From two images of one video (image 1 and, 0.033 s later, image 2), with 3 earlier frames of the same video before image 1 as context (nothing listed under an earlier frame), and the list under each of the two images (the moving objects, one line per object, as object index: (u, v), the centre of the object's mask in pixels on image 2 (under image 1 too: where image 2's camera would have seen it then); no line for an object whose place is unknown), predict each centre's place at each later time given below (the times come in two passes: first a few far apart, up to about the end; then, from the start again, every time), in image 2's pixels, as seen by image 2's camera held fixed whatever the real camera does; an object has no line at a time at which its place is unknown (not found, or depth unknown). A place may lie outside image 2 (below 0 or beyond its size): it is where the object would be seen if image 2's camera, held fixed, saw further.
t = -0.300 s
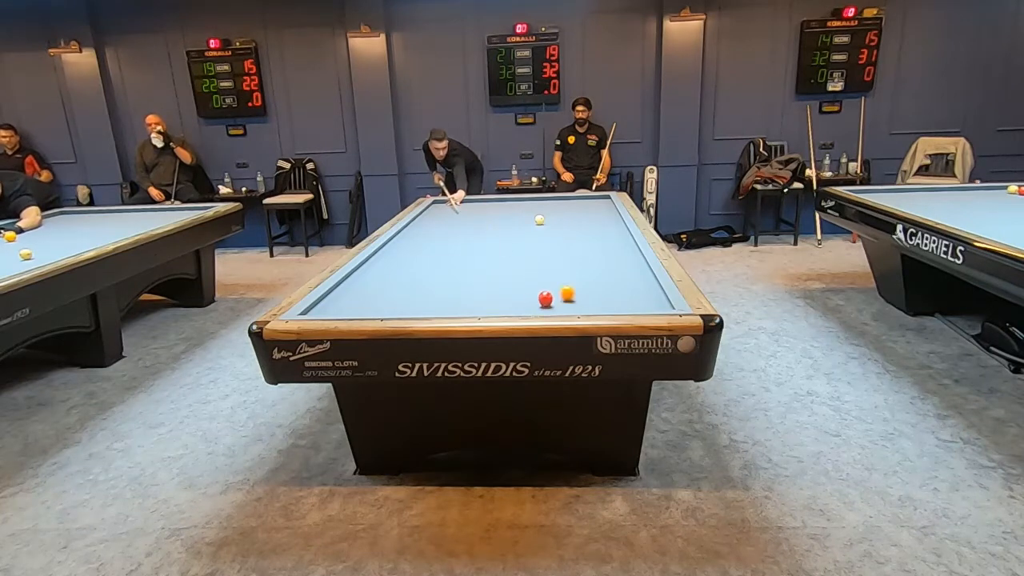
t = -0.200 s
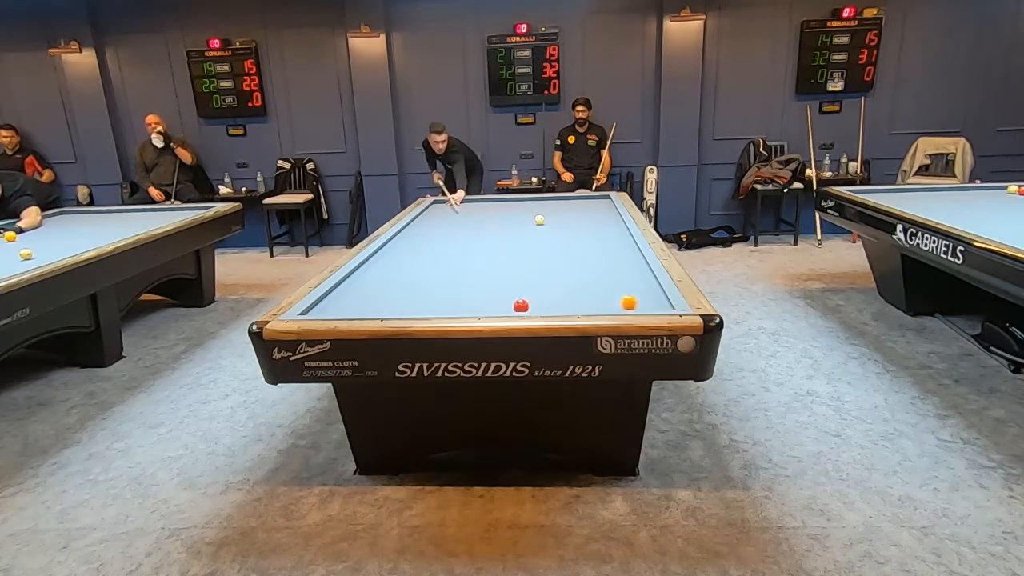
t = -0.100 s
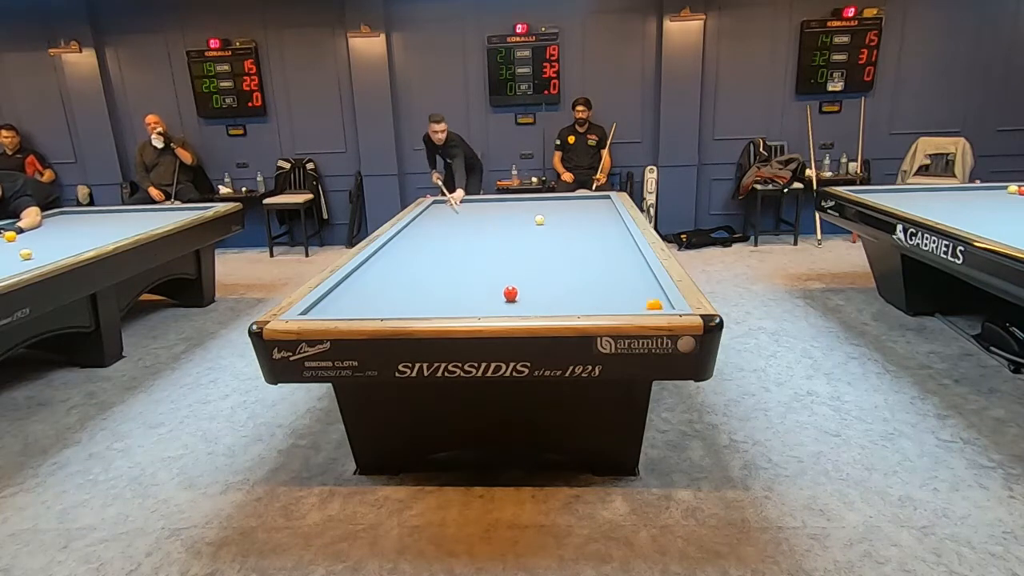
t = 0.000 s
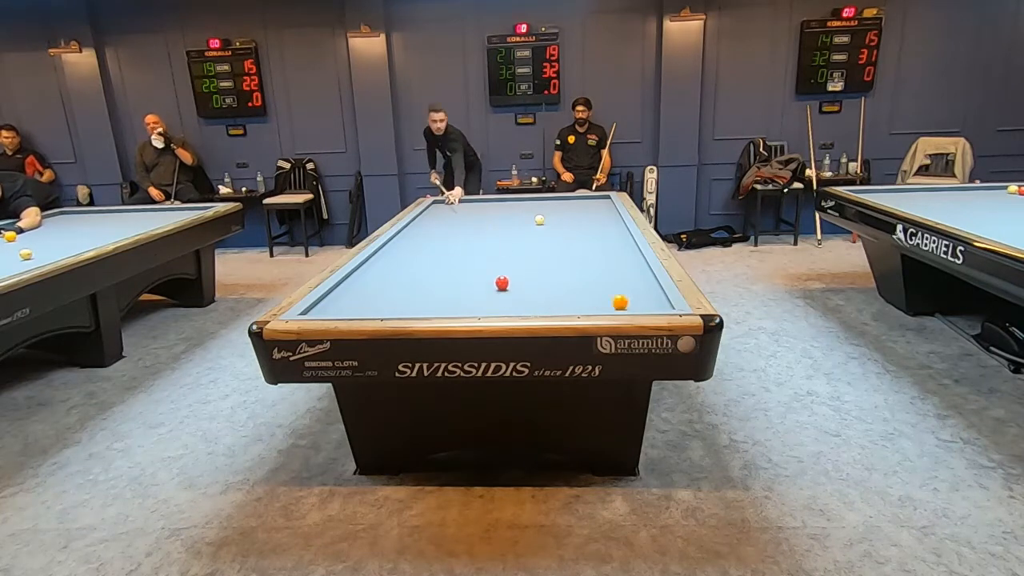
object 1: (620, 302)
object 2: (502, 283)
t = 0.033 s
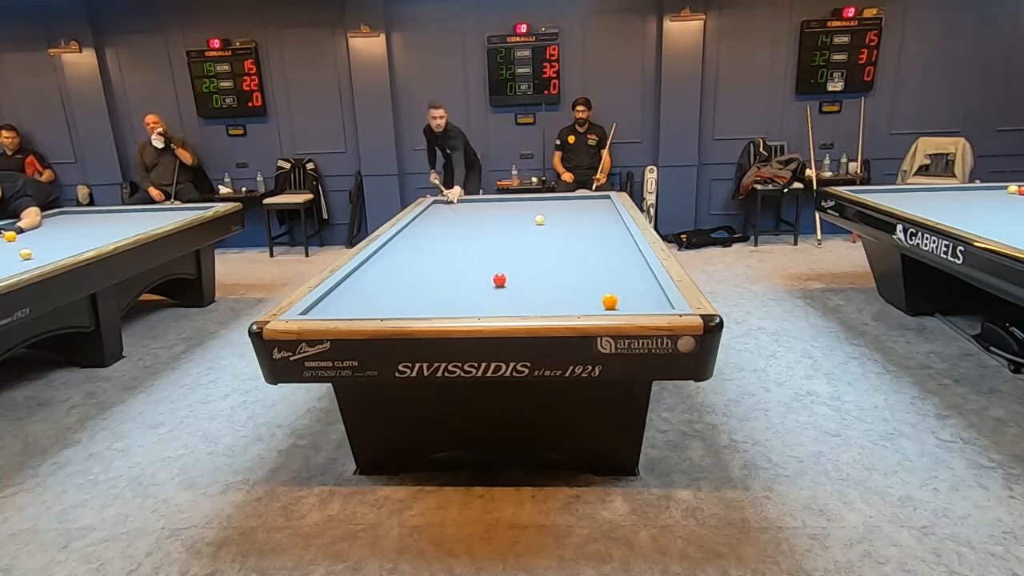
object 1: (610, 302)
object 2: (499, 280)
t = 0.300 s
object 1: (545, 297)
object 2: (484, 261)
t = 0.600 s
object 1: (493, 297)
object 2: (470, 244)
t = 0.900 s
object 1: (443, 298)
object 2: (460, 231)
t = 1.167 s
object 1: (401, 298)
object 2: (452, 221)
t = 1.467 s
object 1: (355, 299)
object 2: (444, 212)
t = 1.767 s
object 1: (336, 297)
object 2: (438, 205)
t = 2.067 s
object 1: (361, 293)
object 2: (442, 202)
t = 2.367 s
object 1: (383, 289)
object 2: (451, 205)
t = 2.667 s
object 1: (404, 285)
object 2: (462, 209)
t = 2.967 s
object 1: (423, 282)
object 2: (472, 212)
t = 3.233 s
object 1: (439, 279)
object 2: (482, 215)
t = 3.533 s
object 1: (456, 276)
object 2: (494, 219)
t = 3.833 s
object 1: (472, 273)
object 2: (506, 223)
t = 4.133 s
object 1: (486, 271)
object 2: (518, 227)
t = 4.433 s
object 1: (499, 269)
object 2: (531, 231)
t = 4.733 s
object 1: (511, 266)
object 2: (545, 236)
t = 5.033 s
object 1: (522, 264)
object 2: (560, 240)
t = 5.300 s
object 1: (531, 263)
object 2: (573, 245)
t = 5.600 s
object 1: (540, 262)
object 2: (589, 250)
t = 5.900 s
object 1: (548, 260)
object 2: (606, 255)
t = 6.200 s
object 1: (556, 259)
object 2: (623, 261)
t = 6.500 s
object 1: (562, 258)
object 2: (640, 267)
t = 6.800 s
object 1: (568, 257)
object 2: (640, 272)
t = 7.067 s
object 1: (573, 256)
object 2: (635, 277)
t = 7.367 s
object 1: (577, 255)
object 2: (630, 282)
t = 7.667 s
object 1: (580, 255)
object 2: (625, 287)
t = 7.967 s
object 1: (583, 254)
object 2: (620, 292)
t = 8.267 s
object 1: (585, 254)
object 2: (615, 297)
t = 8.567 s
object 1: (587, 254)
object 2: (610, 302)
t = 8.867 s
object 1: (587, 254)
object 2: (606, 305)
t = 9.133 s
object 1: (587, 254)
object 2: (602, 306)
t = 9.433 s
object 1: (587, 254)
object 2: (598, 305)
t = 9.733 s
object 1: (587, 254)
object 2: (595, 304)
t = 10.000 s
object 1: (588, 254)
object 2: (592, 303)
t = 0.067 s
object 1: (600, 301)
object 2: (497, 277)
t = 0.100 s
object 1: (591, 300)
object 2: (495, 274)
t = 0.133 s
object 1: (582, 299)
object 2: (493, 272)
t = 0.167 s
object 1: (574, 298)
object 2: (491, 269)
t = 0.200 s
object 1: (566, 298)
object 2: (489, 267)
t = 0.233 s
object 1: (558, 297)
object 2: (487, 265)
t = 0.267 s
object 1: (552, 297)
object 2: (485, 263)
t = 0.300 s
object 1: (545, 297)
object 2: (484, 261)
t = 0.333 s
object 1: (539, 297)
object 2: (482, 259)
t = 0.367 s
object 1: (533, 297)
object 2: (480, 257)
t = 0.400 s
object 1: (527, 297)
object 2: (479, 255)
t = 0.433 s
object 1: (521, 297)
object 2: (477, 253)
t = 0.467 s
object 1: (516, 297)
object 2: (476, 251)
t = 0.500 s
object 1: (510, 297)
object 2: (474, 249)
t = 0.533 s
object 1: (504, 297)
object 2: (473, 247)
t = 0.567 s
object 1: (499, 297)
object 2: (472, 246)
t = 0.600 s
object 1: (493, 297)
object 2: (470, 244)
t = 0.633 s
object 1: (487, 297)
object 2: (469, 243)
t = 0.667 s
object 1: (482, 297)
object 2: (467, 241)
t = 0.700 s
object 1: (476, 297)
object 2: (466, 239)
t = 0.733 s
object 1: (471, 297)
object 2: (465, 238)
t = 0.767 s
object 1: (465, 297)
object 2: (464, 236)
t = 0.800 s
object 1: (460, 297)
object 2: (463, 235)
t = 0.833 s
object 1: (454, 298)
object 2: (462, 234)
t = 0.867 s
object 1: (449, 297)
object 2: (461, 232)
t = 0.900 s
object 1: (443, 298)
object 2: (460, 231)
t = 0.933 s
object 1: (438, 298)
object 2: (459, 230)
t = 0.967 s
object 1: (433, 298)
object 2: (458, 229)
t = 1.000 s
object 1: (427, 298)
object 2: (456, 227)
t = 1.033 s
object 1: (422, 298)
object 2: (455, 226)
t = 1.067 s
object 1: (416, 298)
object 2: (454, 225)
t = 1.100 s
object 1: (411, 298)
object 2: (454, 224)
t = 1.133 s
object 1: (406, 298)
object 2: (453, 223)
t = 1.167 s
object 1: (401, 298)
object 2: (452, 221)
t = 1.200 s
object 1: (395, 298)
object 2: (451, 220)
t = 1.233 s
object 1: (390, 298)
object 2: (450, 219)
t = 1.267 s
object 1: (385, 298)
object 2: (449, 218)
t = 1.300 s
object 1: (380, 298)
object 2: (449, 217)
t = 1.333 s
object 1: (375, 298)
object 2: (448, 216)
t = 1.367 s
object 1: (370, 298)
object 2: (447, 215)
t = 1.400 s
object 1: (365, 299)
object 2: (446, 214)
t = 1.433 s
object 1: (360, 299)
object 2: (445, 213)
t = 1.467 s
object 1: (355, 299)
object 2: (444, 212)
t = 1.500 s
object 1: (350, 299)
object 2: (444, 211)
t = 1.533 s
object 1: (345, 299)
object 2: (443, 211)
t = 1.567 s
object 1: (340, 299)
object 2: (442, 209)
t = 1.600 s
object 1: (335, 299)
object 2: (442, 209)
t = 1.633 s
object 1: (330, 299)
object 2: (441, 208)
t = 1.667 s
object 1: (325, 299)
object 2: (440, 207)
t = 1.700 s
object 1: (328, 298)
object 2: (440, 206)
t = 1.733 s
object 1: (332, 298)
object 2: (439, 205)
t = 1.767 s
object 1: (336, 297)
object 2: (438, 205)
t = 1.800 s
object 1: (339, 297)
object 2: (438, 204)
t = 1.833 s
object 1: (341, 296)
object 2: (437, 203)
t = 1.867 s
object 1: (344, 296)
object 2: (437, 202)
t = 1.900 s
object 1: (347, 295)
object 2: (436, 202)
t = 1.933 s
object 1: (350, 295)
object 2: (437, 201)
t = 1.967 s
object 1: (353, 294)
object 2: (438, 201)
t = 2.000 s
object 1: (355, 294)
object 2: (439, 201)
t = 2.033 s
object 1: (358, 293)
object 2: (440, 201)
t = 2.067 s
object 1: (361, 293)
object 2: (442, 202)
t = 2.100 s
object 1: (363, 292)
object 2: (443, 202)
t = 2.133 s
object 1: (366, 292)
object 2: (443, 202)
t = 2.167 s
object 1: (368, 292)
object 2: (445, 203)
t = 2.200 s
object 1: (371, 291)
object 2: (446, 203)
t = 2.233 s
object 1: (373, 291)
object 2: (447, 203)
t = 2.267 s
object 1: (376, 290)
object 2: (448, 203)
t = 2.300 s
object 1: (378, 290)
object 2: (449, 204)
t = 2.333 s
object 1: (381, 289)
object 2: (450, 204)
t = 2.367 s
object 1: (383, 289)
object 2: (451, 205)
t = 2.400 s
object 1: (386, 288)
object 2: (452, 205)
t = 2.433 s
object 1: (388, 288)
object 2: (454, 206)
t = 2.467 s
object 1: (390, 288)
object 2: (455, 206)
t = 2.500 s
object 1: (393, 287)
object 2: (456, 206)
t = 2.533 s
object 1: (395, 287)
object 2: (457, 207)
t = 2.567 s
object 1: (397, 287)
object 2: (458, 208)
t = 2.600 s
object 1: (399, 286)
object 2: (459, 208)
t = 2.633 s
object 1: (402, 286)
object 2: (460, 208)
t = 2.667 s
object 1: (404, 285)
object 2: (462, 209)
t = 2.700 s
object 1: (406, 285)
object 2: (463, 209)
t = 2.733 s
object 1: (409, 285)
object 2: (464, 209)
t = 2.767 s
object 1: (411, 284)
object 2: (465, 210)
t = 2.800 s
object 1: (413, 284)
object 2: (466, 210)
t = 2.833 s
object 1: (415, 283)
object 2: (468, 210)
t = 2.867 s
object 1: (417, 283)
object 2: (469, 211)
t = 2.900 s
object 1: (419, 282)
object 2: (470, 211)
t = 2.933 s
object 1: (421, 282)
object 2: (471, 212)
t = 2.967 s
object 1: (423, 282)
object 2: (472, 212)
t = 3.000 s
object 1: (425, 281)
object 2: (474, 212)
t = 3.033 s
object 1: (427, 281)
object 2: (475, 213)
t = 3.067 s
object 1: (430, 281)
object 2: (476, 213)
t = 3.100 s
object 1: (432, 280)
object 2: (477, 213)
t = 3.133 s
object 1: (434, 280)
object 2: (478, 214)
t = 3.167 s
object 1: (435, 280)
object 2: (480, 214)
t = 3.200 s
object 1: (437, 279)
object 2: (481, 215)
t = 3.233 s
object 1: (439, 279)
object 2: (482, 215)
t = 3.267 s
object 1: (441, 279)
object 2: (484, 215)
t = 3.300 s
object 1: (443, 278)
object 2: (485, 216)
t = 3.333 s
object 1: (445, 278)
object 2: (486, 216)
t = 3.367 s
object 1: (447, 278)
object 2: (487, 217)
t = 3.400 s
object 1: (449, 277)
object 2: (489, 217)
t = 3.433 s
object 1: (451, 277)
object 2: (490, 217)
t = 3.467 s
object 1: (452, 277)
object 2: (491, 218)
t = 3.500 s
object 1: (454, 276)
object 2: (492, 218)
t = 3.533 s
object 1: (456, 276)
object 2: (494, 219)
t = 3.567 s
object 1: (458, 276)
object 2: (495, 219)
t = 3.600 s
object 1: (460, 276)
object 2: (497, 220)
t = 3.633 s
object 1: (461, 275)
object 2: (498, 220)
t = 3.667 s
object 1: (463, 275)
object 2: (499, 221)
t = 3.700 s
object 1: (465, 275)
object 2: (500, 221)
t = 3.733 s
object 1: (467, 274)
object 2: (502, 221)
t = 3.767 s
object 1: (468, 274)
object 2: (503, 222)
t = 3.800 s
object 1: (470, 274)
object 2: (504, 222)
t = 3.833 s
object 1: (472, 273)
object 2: (506, 223)
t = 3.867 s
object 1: (473, 273)
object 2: (507, 223)
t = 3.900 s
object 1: (475, 273)
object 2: (508, 224)
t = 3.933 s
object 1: (477, 273)
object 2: (510, 224)
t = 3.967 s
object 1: (478, 272)
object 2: (511, 225)
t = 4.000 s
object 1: (480, 272)
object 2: (513, 225)
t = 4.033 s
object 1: (481, 272)
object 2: (514, 226)
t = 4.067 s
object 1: (483, 271)
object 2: (515, 226)
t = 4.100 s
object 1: (484, 271)
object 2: (517, 227)
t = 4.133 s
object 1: (486, 271)
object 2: (518, 227)
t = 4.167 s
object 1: (487, 270)
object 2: (520, 227)
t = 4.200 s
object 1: (489, 270)
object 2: (521, 228)
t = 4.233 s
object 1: (490, 270)
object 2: (523, 228)
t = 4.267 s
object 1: (492, 270)
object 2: (524, 229)
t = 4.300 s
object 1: (493, 270)
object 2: (525, 229)
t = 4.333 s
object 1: (494, 269)
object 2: (527, 230)
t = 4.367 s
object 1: (496, 269)
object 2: (529, 230)
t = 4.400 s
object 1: (497, 269)
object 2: (530, 231)
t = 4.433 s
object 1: (499, 269)
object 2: (531, 231)
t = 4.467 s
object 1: (500, 268)
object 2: (533, 232)
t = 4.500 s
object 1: (502, 268)
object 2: (535, 232)
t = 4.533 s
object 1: (503, 268)
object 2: (536, 233)
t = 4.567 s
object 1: (504, 268)
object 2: (538, 233)
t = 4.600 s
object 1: (506, 267)
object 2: (539, 234)
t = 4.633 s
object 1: (507, 267)
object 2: (541, 234)
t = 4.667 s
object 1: (508, 267)
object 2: (542, 235)
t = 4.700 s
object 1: (510, 266)
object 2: (544, 235)
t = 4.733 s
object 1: (511, 266)
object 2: (545, 236)
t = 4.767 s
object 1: (512, 266)
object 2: (547, 236)
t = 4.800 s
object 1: (513, 266)
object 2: (549, 237)
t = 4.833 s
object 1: (515, 266)
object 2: (550, 237)
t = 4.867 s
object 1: (516, 266)
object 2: (552, 238)
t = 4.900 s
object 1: (517, 265)
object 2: (553, 238)
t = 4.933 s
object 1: (518, 265)
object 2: (555, 239)
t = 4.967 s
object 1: (519, 265)
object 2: (557, 240)
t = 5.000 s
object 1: (521, 265)
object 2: (558, 240)
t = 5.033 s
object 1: (522, 264)
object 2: (560, 240)
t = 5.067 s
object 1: (523, 264)
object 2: (562, 241)
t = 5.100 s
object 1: (524, 264)
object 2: (563, 242)
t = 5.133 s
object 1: (525, 264)
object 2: (565, 242)
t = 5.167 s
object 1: (527, 264)
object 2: (567, 243)
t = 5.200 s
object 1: (528, 264)
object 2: (568, 243)
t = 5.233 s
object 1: (529, 263)
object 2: (570, 244)
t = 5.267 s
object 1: (530, 263)
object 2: (572, 244)
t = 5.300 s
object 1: (531, 263)
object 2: (573, 245)
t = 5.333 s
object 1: (532, 263)
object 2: (575, 245)
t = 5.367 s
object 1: (533, 263)
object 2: (577, 246)
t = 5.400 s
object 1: (534, 263)
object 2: (579, 247)
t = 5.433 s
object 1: (535, 262)
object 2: (580, 247)
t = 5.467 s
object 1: (536, 262)
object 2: (582, 248)
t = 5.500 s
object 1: (537, 262)
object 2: (584, 248)
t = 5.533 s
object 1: (538, 262)
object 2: (586, 249)
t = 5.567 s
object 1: (539, 262)
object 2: (587, 250)
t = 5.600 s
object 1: (540, 262)
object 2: (589, 250)
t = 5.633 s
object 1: (541, 261)
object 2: (591, 251)
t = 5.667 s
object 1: (542, 261)
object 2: (593, 251)
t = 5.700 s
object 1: (543, 261)
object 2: (595, 252)
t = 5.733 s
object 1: (544, 261)
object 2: (596, 252)
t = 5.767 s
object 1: (545, 261)
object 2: (598, 253)
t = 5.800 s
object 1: (545, 261)
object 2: (600, 254)
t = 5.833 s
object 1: (546, 261)
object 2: (602, 254)
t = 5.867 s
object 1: (547, 260)
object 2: (604, 255)
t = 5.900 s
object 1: (548, 260)
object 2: (606, 255)
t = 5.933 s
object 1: (549, 260)
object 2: (607, 256)
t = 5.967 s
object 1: (550, 260)
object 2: (609, 256)
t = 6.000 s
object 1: (551, 260)
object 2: (611, 257)
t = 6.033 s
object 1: (552, 260)
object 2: (613, 258)
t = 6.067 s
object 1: (553, 259)
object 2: (615, 259)
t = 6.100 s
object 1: (554, 259)
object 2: (617, 259)
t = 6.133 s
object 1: (555, 259)
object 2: (619, 260)
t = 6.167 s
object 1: (555, 259)
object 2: (621, 260)
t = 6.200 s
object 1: (556, 259)
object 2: (623, 261)
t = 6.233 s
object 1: (557, 259)
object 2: (625, 262)
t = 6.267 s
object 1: (557, 259)
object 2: (627, 262)
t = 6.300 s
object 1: (558, 259)
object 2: (629, 263)
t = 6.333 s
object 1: (559, 259)
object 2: (631, 264)
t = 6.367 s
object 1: (559, 258)
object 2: (632, 264)
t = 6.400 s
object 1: (560, 258)
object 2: (634, 265)
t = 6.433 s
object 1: (561, 258)
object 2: (636, 266)
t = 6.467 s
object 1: (562, 258)
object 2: (638, 266)
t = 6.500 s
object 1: (562, 258)
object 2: (640, 267)
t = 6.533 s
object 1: (563, 258)
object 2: (642, 268)
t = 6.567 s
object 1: (564, 258)
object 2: (644, 268)
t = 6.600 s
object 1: (564, 258)
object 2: (643, 269)
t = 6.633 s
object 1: (565, 257)
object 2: (642, 269)
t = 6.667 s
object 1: (565, 257)
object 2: (642, 270)
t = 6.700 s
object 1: (566, 257)
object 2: (641, 270)
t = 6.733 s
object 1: (567, 257)
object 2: (641, 271)
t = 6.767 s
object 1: (568, 257)
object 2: (640, 272)
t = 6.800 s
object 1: (568, 257)
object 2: (640, 272)
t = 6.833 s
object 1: (569, 257)
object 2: (639, 273)
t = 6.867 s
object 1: (569, 257)
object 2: (638, 273)
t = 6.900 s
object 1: (570, 256)
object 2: (638, 274)
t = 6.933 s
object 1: (570, 257)
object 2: (637, 275)
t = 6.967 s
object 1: (571, 256)
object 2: (637, 275)
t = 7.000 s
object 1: (572, 256)
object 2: (636, 276)
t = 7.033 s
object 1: (572, 256)
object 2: (636, 276)
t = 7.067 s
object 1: (573, 256)
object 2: (635, 277)
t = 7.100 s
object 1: (573, 256)
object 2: (635, 277)
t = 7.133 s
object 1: (574, 256)
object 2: (634, 278)
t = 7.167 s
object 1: (574, 256)
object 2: (634, 279)
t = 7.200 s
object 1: (575, 256)
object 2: (633, 279)
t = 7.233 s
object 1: (575, 256)
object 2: (633, 280)
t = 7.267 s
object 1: (575, 256)
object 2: (632, 280)
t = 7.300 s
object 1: (576, 255)
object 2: (631, 281)
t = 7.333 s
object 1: (576, 255)
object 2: (631, 281)
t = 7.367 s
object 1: (577, 255)
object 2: (630, 282)
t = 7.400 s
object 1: (577, 255)
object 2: (630, 282)
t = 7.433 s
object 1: (577, 255)
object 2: (629, 283)
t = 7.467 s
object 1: (578, 255)
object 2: (629, 284)
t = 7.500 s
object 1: (578, 255)
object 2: (628, 284)
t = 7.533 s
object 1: (579, 255)
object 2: (627, 285)
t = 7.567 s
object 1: (579, 255)
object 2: (627, 285)
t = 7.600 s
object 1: (579, 255)
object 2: (626, 286)
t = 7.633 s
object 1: (580, 255)
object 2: (626, 286)
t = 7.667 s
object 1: (580, 255)
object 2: (625, 287)
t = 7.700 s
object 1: (580, 255)
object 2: (625, 288)
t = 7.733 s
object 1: (581, 255)
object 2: (624, 288)
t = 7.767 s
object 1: (581, 254)
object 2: (624, 289)
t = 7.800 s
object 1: (582, 255)
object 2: (623, 289)
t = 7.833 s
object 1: (582, 254)
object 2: (622, 290)
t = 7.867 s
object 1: (582, 254)
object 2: (622, 291)
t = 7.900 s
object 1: (583, 254)
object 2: (621, 291)
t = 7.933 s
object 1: (583, 254)
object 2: (621, 292)
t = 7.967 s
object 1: (583, 254)
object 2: (620, 292)
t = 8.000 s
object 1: (583, 254)
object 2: (620, 293)
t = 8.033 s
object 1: (584, 254)
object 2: (619, 293)
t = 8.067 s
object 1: (584, 254)
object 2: (619, 294)
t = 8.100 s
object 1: (584, 254)
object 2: (618, 294)
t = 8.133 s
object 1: (584, 254)
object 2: (618, 295)
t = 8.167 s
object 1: (585, 254)
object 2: (617, 295)
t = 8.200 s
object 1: (585, 254)
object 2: (617, 296)
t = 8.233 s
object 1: (585, 254)
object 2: (616, 297)
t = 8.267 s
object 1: (585, 254)
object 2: (615, 297)
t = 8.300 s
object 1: (585, 254)
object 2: (615, 298)
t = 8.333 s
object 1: (586, 254)
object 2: (614, 298)
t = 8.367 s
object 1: (586, 254)
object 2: (614, 299)
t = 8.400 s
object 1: (586, 254)
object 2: (613, 299)
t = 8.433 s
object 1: (586, 254)
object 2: (613, 300)
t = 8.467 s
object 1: (586, 254)
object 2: (612, 300)
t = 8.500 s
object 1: (586, 254)
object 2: (612, 301)
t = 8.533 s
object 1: (587, 254)
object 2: (611, 301)
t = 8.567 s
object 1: (587, 254)
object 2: (610, 302)
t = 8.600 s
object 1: (587, 254)
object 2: (610, 302)
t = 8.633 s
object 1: (587, 254)
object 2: (610, 302)
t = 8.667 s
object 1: (587, 254)
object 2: (609, 302)
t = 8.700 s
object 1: (587, 254)
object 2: (609, 303)
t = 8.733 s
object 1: (587, 254)
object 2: (608, 303)
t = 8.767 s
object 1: (587, 254)
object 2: (607, 304)
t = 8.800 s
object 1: (587, 254)
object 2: (607, 304)
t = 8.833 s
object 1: (587, 254)
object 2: (607, 304)
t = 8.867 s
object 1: (587, 254)
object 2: (606, 305)
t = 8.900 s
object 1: (587, 254)
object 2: (605, 305)
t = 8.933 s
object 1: (587, 254)
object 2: (605, 305)
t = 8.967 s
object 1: (587, 254)
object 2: (604, 305)
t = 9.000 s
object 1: (587, 254)
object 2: (604, 306)
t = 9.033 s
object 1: (587, 254)
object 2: (604, 306)
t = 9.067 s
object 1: (587, 254)
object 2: (603, 306)
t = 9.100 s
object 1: (587, 254)
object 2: (603, 306)
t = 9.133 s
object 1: (587, 254)
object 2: (602, 306)
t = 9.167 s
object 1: (587, 254)
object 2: (601, 306)
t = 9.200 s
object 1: (587, 254)
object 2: (601, 306)
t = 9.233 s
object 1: (587, 254)
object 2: (601, 306)
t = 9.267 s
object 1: (588, 254)
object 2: (600, 306)
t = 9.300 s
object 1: (587, 254)
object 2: (600, 306)
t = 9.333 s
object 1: (587, 254)
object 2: (599, 306)
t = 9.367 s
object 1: (587, 254)
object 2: (599, 306)
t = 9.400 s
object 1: (587, 254)
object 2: (599, 305)
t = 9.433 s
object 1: (587, 254)
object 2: (598, 305)
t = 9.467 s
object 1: (587, 254)
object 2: (598, 305)
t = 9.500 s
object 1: (587, 254)
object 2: (597, 305)
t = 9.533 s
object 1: (587, 254)
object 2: (597, 305)
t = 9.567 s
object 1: (587, 254)
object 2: (596, 305)
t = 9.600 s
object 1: (587, 254)
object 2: (596, 305)
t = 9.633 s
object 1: (587, 254)
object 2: (596, 305)
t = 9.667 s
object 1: (587, 254)
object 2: (596, 305)
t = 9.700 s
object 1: (587, 254)
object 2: (595, 304)
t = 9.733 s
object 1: (587, 254)
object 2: (595, 304)
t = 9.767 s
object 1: (587, 254)
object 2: (594, 304)
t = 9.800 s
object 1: (587, 254)
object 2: (594, 304)
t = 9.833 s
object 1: (587, 254)
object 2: (594, 304)
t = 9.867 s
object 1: (587, 254)
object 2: (593, 304)
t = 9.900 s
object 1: (587, 254)
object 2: (593, 304)
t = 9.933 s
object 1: (587, 254)
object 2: (593, 304)
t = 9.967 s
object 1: (587, 254)
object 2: (593, 303)
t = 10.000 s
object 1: (588, 254)
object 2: (592, 303)
